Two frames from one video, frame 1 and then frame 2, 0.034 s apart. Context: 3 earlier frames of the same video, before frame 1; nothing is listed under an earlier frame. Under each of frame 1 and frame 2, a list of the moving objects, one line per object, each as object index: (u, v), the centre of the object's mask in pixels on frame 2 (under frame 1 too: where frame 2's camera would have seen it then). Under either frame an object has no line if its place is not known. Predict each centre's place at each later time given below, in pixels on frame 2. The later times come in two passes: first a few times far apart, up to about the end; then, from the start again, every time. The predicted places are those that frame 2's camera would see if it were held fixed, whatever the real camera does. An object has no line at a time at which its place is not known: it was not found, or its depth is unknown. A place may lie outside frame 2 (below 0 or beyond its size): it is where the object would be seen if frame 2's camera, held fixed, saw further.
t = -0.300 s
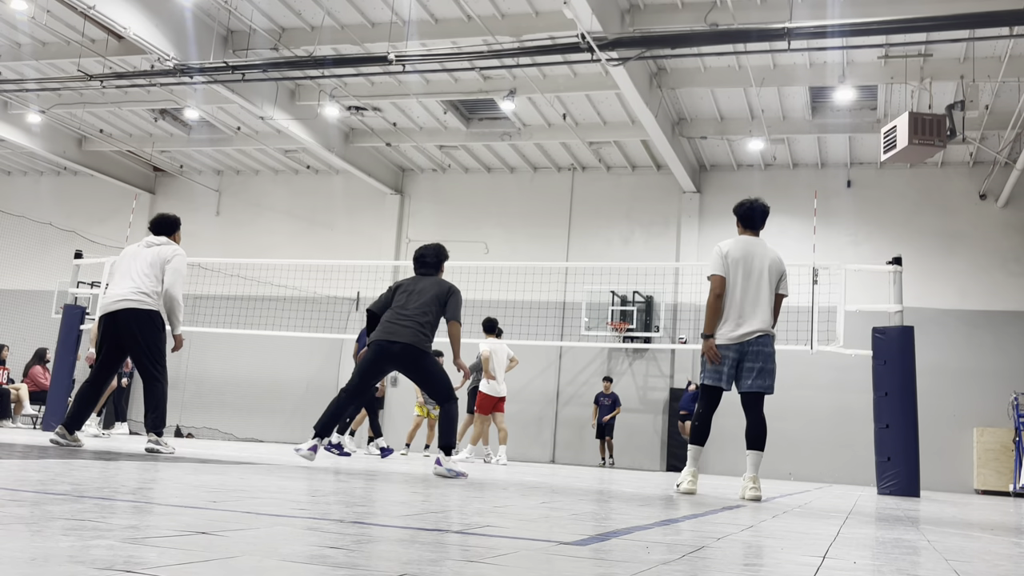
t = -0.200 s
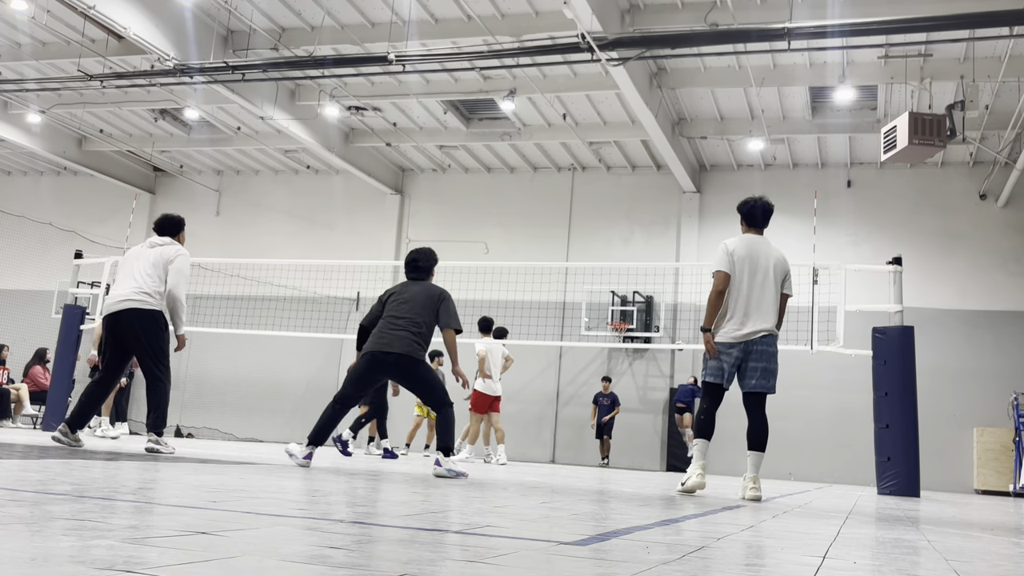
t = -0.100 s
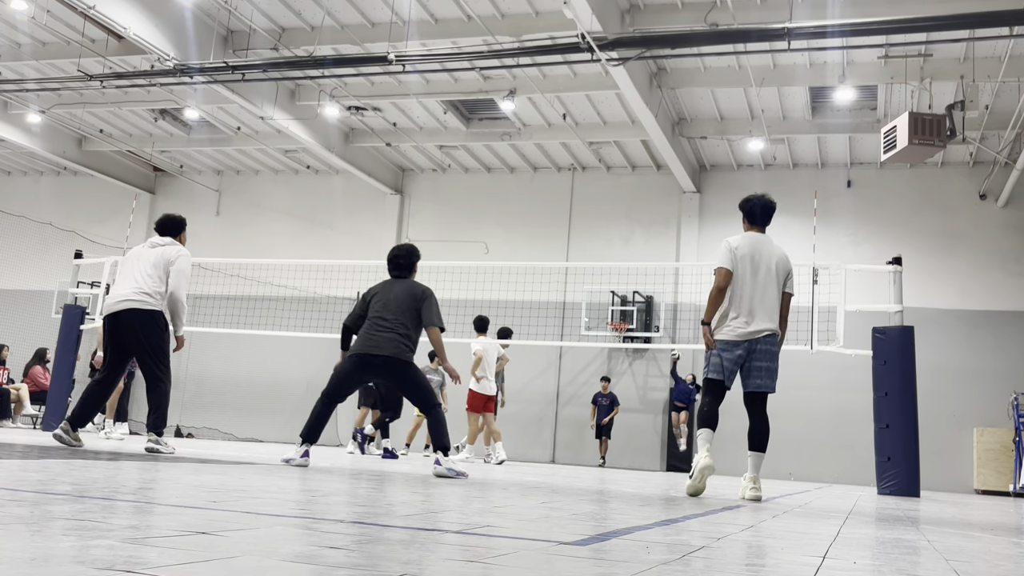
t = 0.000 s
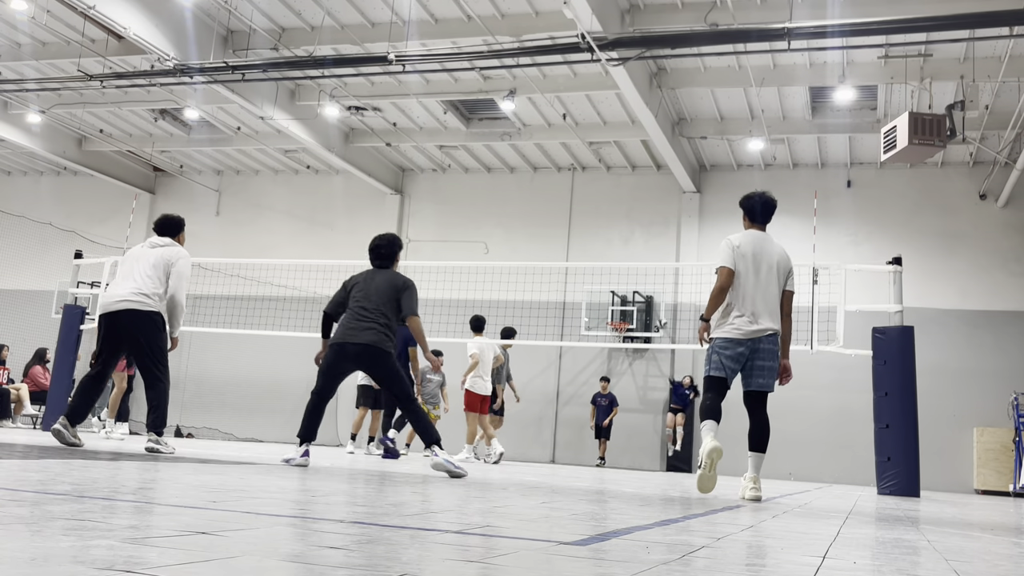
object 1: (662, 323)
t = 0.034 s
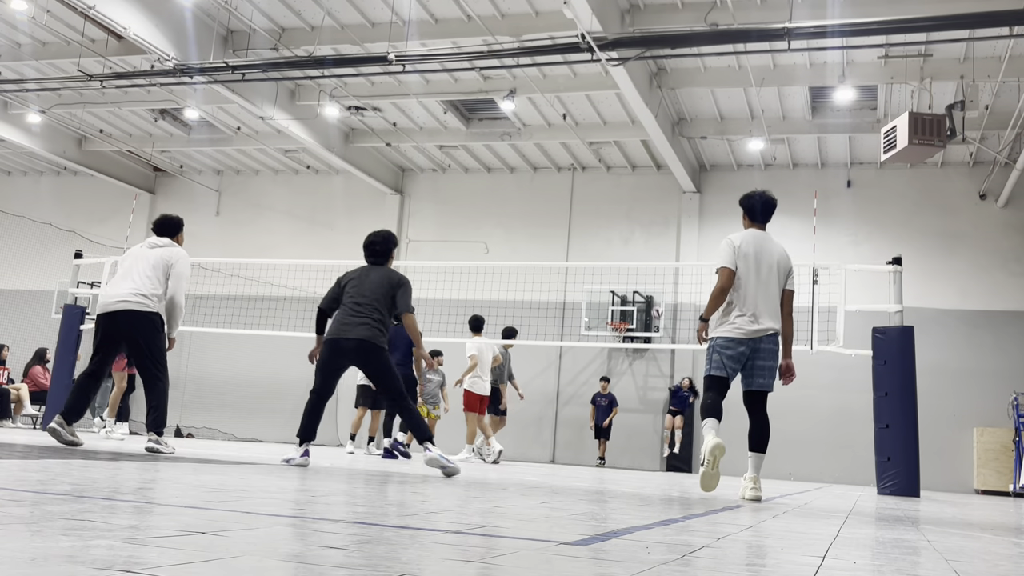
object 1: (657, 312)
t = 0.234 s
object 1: (628, 252)
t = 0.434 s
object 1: (592, 200)
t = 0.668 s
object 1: (523, 157)
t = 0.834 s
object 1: (446, 145)
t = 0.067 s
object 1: (651, 302)
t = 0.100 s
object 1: (648, 292)
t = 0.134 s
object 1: (642, 282)
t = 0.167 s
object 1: (638, 272)
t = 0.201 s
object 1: (633, 259)
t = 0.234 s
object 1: (628, 252)
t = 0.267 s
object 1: (623, 242)
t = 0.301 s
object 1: (617, 233)
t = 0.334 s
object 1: (612, 224)
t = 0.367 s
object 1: (605, 216)
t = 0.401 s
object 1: (599, 208)
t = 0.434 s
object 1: (592, 200)
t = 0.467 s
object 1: (584, 193)
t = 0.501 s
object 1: (575, 186)
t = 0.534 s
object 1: (566, 180)
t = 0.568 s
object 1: (556, 174)
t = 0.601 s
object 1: (546, 168)
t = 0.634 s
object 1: (535, 162)
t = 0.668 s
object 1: (523, 157)
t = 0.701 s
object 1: (511, 153)
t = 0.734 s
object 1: (496, 150)
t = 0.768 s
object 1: (480, 147)
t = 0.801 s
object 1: (463, 145)
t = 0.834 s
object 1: (446, 145)
